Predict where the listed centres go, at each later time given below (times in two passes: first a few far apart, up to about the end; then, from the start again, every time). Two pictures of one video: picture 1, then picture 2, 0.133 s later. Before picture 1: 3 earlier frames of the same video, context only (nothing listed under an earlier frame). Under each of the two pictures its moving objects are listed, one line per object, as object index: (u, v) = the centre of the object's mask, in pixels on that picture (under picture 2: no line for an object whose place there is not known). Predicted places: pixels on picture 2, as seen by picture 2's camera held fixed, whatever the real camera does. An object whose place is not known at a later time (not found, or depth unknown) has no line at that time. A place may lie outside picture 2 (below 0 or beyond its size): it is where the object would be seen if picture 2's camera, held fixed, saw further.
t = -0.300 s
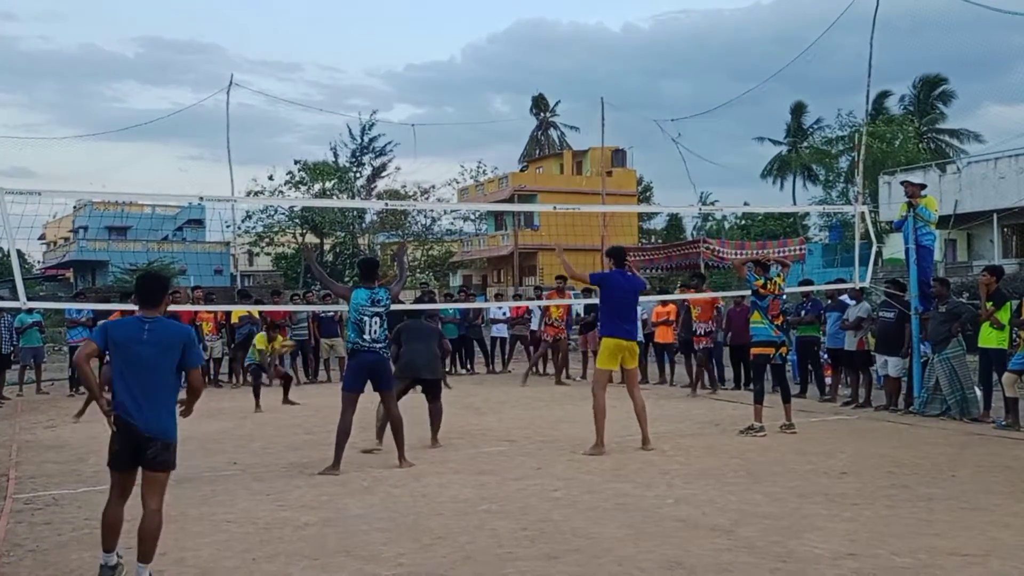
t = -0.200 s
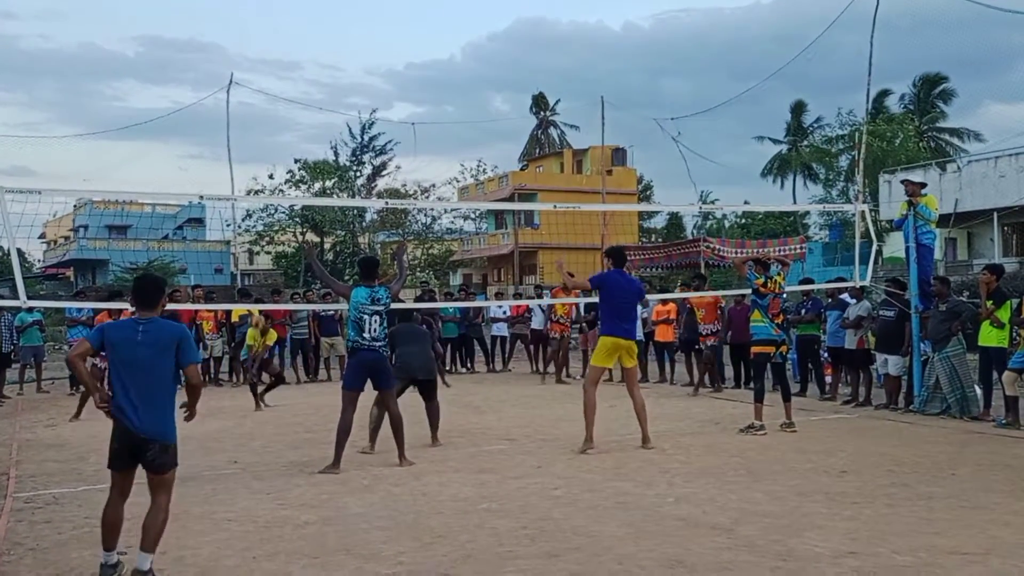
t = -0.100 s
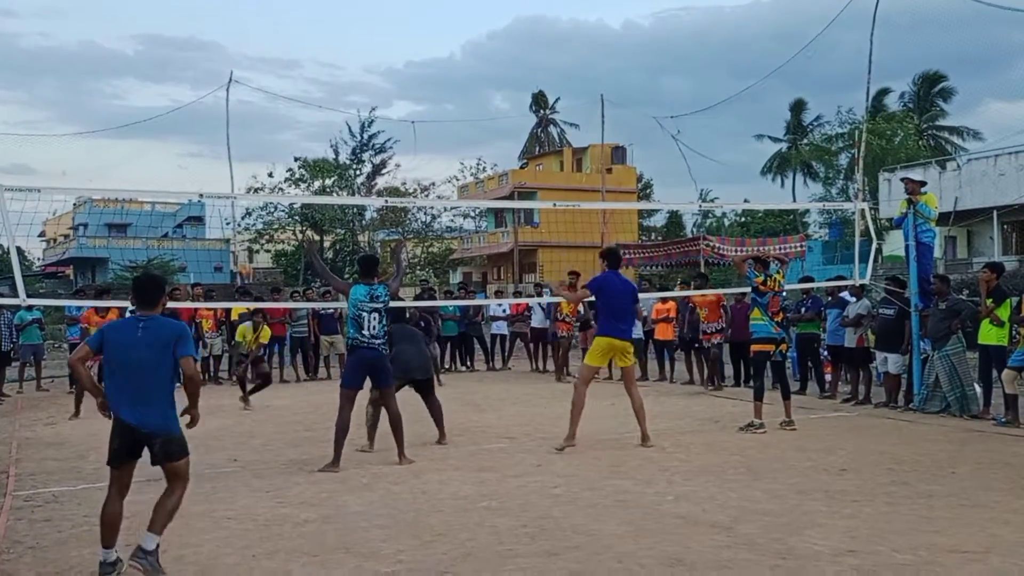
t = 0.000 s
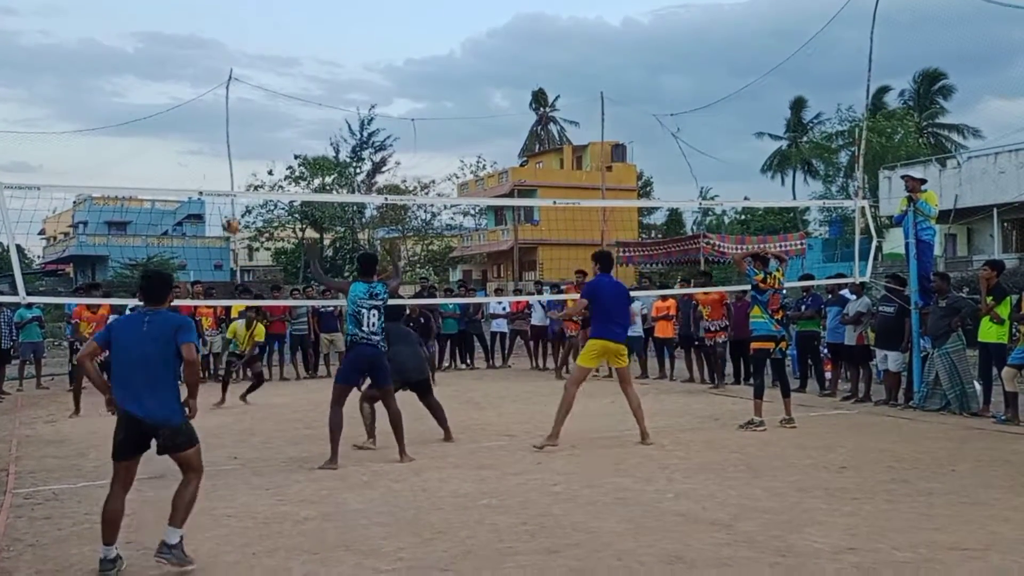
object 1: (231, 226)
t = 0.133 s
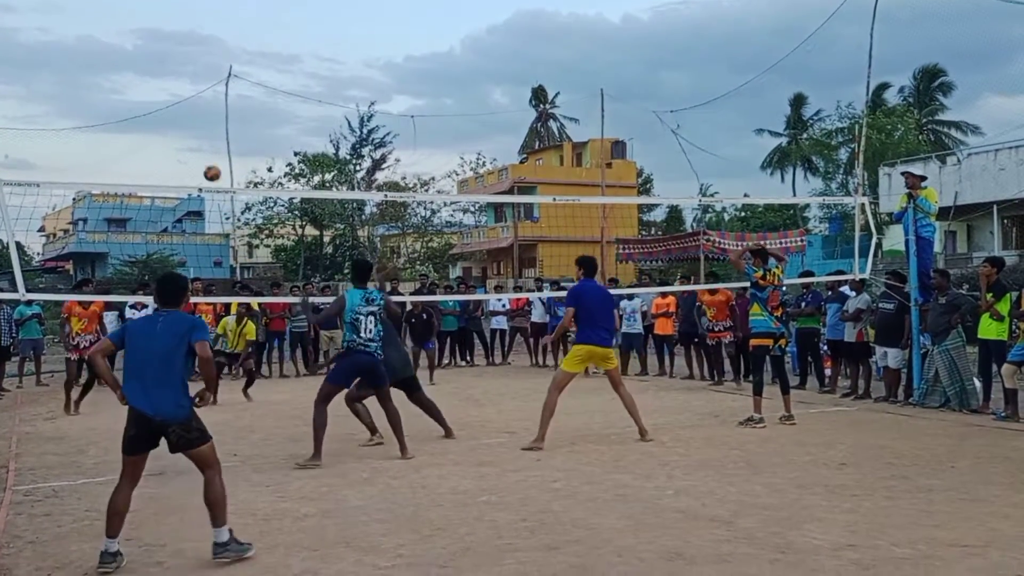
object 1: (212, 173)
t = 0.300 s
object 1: (187, 128)
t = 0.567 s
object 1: (144, 99)
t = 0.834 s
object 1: (96, 136)
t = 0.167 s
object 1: (207, 163)
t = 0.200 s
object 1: (202, 153)
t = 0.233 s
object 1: (197, 144)
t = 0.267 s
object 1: (193, 136)
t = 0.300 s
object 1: (187, 128)
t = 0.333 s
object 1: (182, 121)
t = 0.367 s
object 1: (177, 115)
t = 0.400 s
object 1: (171, 110)
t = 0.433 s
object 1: (166, 106)
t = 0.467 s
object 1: (161, 103)
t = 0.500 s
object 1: (155, 100)
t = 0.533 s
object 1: (149, 99)
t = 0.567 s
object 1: (144, 99)
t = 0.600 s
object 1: (138, 99)
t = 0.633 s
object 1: (132, 101)
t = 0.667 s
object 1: (126, 103)
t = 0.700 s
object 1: (120, 108)
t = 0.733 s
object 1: (114, 113)
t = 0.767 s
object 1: (108, 120)
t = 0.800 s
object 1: (102, 127)
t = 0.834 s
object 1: (96, 136)
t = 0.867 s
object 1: (89, 146)
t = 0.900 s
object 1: (83, 158)
